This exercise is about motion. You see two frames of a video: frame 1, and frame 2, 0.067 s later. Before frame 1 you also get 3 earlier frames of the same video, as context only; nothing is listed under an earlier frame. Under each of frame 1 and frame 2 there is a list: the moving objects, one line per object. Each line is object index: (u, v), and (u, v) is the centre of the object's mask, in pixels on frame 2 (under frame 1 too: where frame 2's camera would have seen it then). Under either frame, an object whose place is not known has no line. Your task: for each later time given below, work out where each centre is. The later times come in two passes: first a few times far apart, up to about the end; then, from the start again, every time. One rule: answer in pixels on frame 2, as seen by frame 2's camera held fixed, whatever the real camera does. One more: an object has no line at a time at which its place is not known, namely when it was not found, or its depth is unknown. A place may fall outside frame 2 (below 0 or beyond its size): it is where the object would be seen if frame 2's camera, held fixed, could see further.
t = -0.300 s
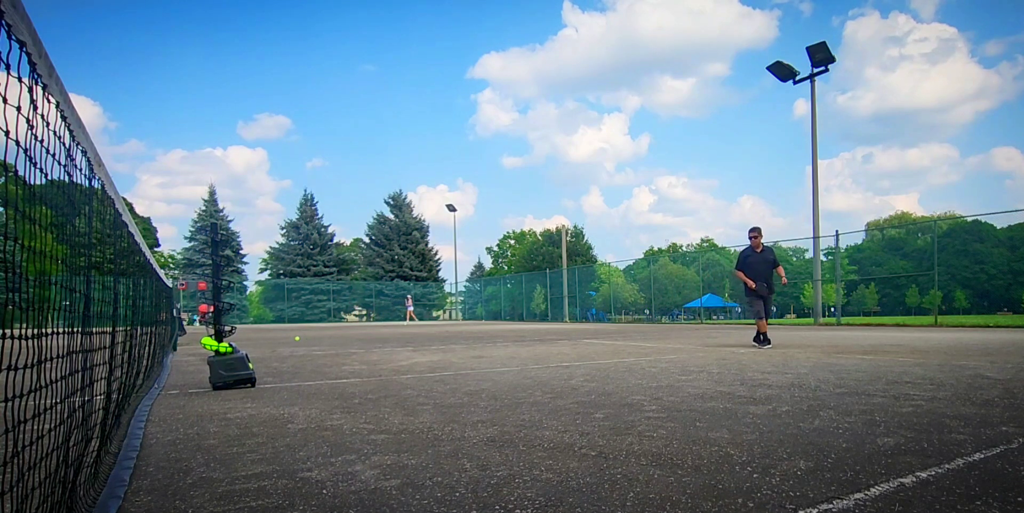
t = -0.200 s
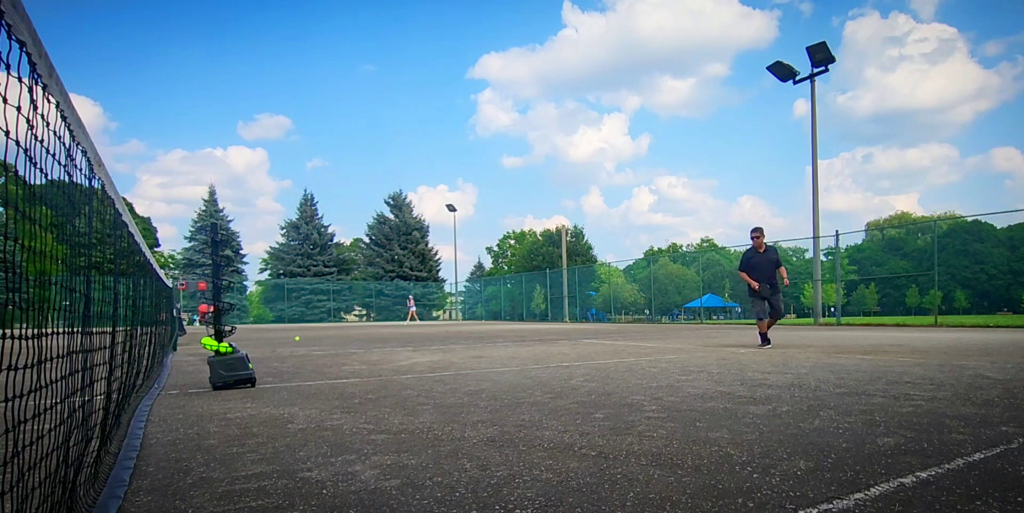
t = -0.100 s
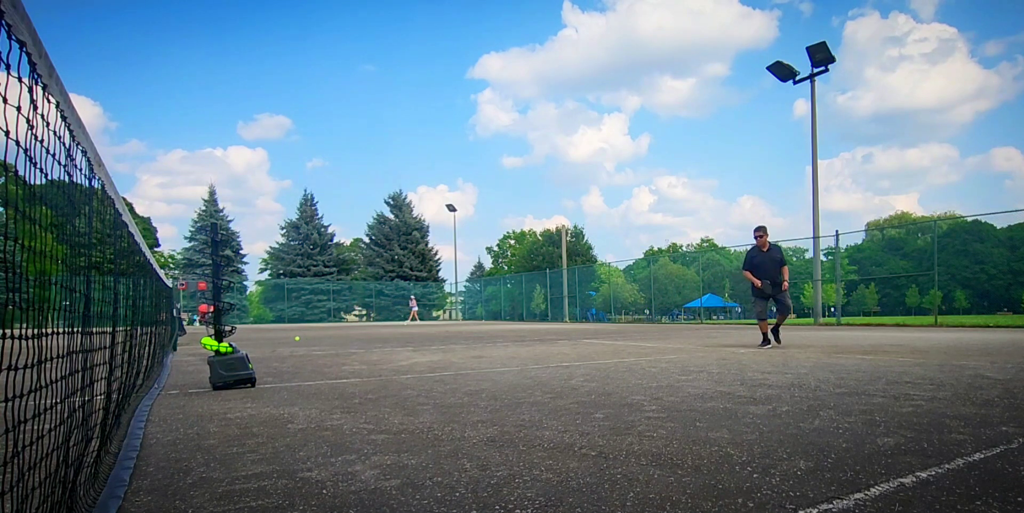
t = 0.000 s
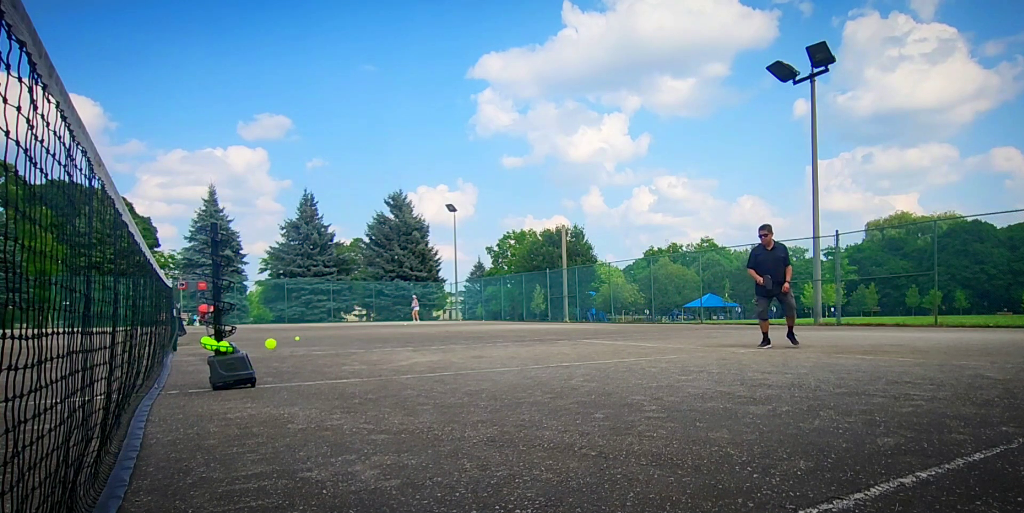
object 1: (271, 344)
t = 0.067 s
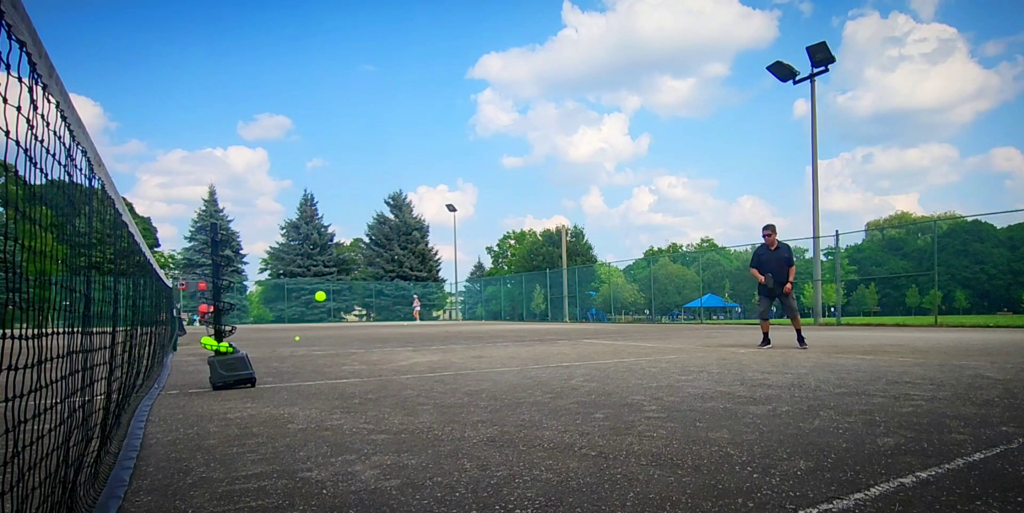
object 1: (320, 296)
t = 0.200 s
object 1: (410, 227)
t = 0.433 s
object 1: (544, 175)
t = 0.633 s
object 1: (639, 184)
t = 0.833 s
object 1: (720, 231)
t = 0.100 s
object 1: (344, 276)
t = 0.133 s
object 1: (365, 257)
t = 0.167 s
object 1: (388, 242)
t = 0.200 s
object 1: (410, 227)
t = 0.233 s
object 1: (431, 215)
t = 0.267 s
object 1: (451, 204)
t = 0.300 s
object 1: (471, 195)
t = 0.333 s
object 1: (490, 188)
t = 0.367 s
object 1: (509, 183)
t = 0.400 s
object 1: (526, 178)
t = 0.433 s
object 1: (544, 175)
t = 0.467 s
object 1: (561, 174)
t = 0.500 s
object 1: (578, 174)
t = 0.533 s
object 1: (594, 175)
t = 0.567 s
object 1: (609, 176)
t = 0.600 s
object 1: (625, 180)
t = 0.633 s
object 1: (639, 184)
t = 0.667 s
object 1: (654, 189)
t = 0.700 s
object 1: (668, 196)
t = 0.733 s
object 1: (682, 203)
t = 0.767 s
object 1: (695, 212)
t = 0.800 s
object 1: (707, 221)
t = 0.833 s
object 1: (720, 231)
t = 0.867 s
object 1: (732, 242)
